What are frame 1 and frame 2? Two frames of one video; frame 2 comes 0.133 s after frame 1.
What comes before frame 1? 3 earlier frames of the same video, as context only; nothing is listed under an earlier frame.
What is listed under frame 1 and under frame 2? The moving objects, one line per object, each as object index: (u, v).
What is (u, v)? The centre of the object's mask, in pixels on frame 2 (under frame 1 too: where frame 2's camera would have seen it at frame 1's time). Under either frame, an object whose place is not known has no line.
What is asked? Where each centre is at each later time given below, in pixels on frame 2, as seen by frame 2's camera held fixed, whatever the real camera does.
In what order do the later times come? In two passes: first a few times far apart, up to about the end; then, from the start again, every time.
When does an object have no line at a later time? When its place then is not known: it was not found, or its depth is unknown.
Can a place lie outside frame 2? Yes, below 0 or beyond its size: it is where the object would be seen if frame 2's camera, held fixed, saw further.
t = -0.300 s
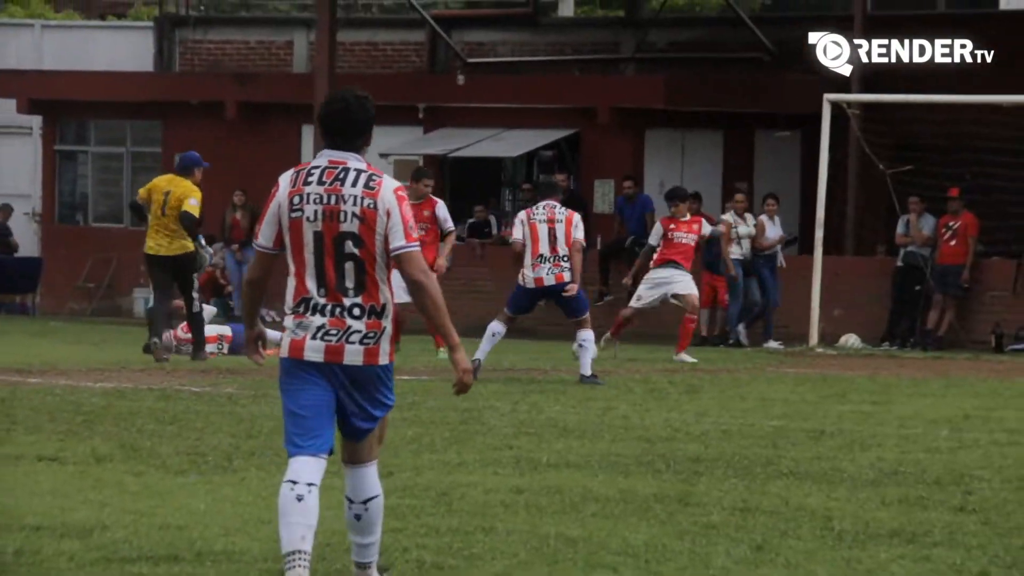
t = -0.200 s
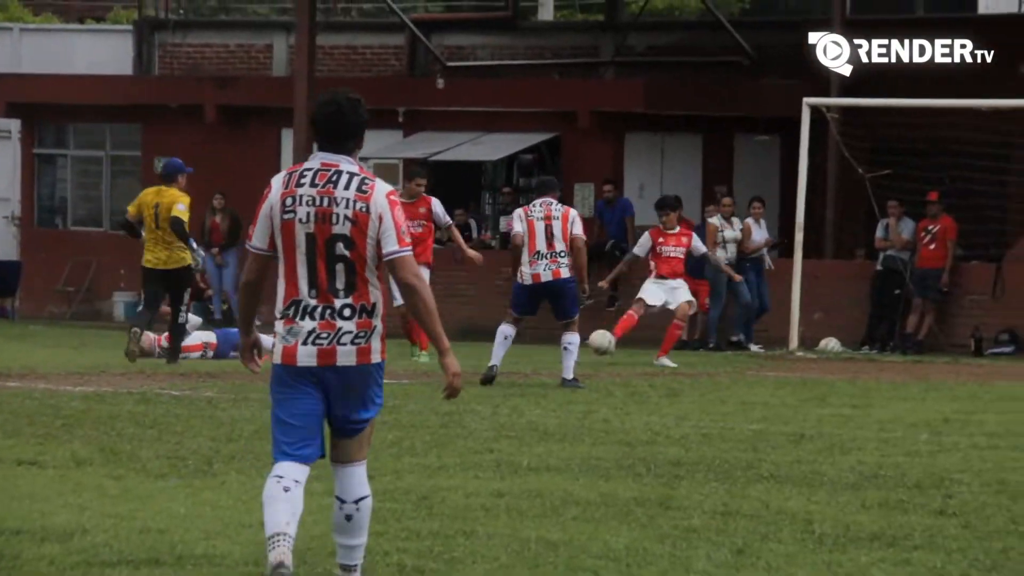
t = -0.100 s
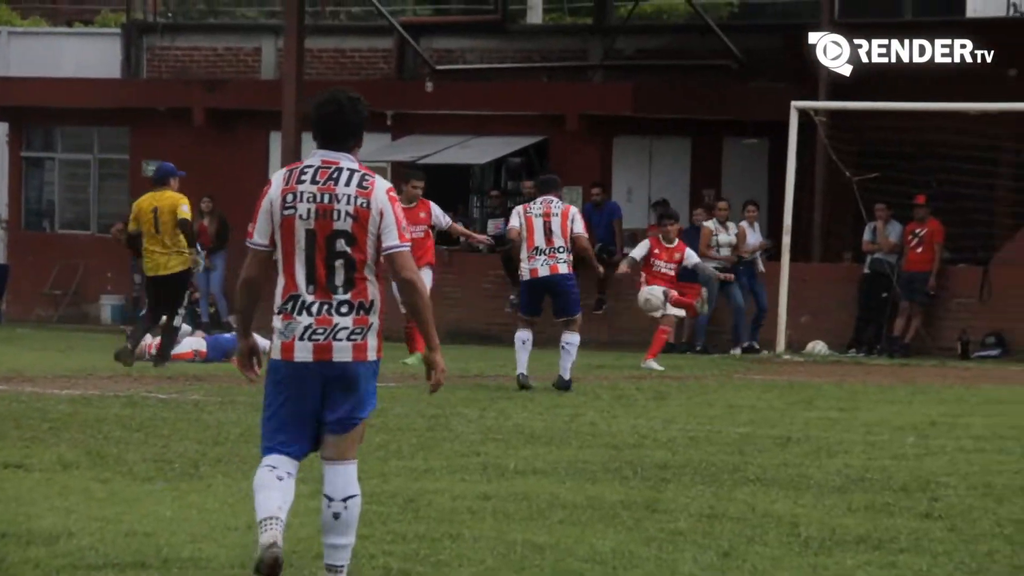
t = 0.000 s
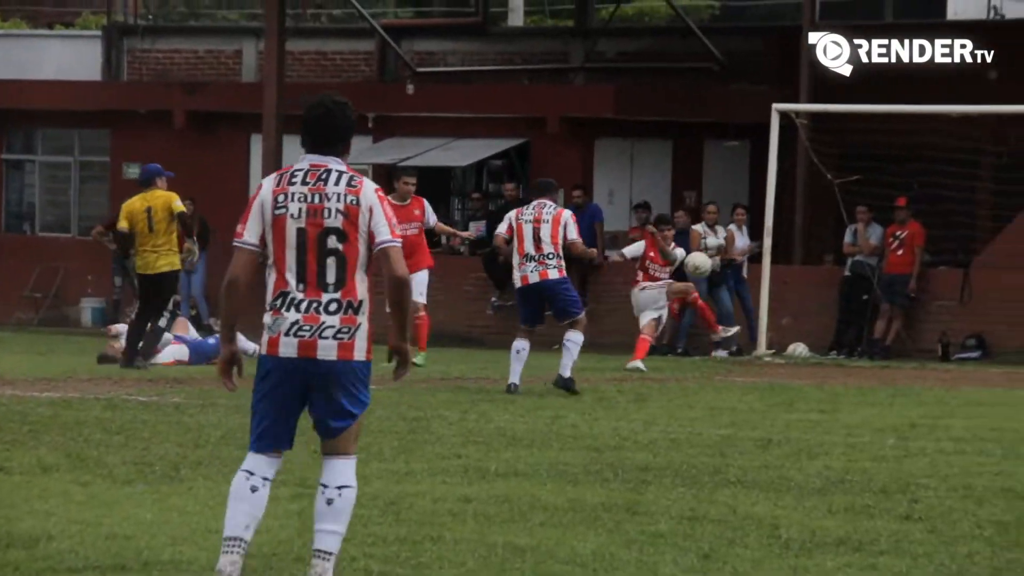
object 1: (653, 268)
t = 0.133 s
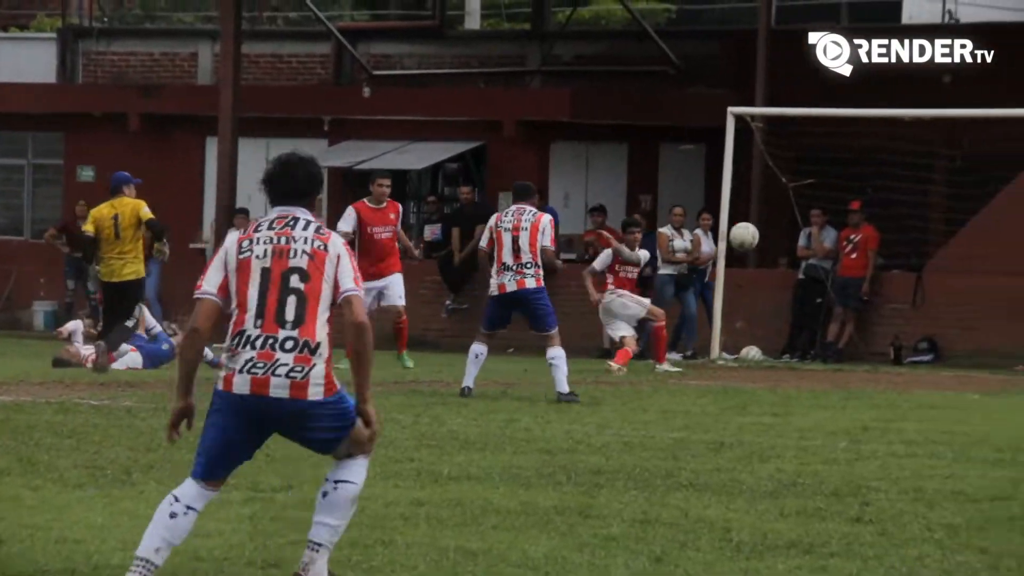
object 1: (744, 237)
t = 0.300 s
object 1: (868, 221)
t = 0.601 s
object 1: (1129, 288)
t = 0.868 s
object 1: (1433, 461)
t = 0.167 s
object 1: (767, 231)
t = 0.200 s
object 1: (791, 226)
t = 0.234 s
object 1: (817, 223)
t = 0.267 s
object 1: (843, 221)
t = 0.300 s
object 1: (868, 221)
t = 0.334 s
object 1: (894, 222)
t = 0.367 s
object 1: (921, 225)
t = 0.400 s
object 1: (948, 228)
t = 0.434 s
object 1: (976, 233)
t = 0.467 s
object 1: (1005, 240)
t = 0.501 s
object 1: (1034, 249)
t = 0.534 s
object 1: (1064, 261)
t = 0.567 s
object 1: (1097, 273)
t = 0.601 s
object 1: (1129, 288)
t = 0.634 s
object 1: (1163, 306)
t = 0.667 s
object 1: (1198, 326)
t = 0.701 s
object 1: (1236, 348)
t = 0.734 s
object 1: (1275, 373)
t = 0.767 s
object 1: (1316, 404)
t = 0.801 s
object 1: (1357, 437)
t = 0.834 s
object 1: (1399, 473)
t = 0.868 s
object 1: (1433, 461)
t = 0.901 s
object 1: (1464, 437)
